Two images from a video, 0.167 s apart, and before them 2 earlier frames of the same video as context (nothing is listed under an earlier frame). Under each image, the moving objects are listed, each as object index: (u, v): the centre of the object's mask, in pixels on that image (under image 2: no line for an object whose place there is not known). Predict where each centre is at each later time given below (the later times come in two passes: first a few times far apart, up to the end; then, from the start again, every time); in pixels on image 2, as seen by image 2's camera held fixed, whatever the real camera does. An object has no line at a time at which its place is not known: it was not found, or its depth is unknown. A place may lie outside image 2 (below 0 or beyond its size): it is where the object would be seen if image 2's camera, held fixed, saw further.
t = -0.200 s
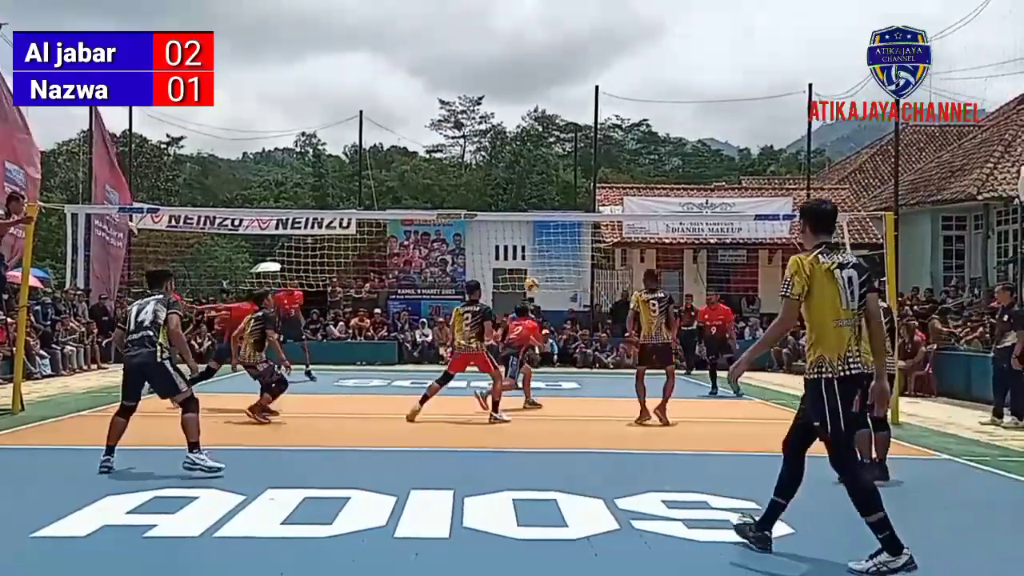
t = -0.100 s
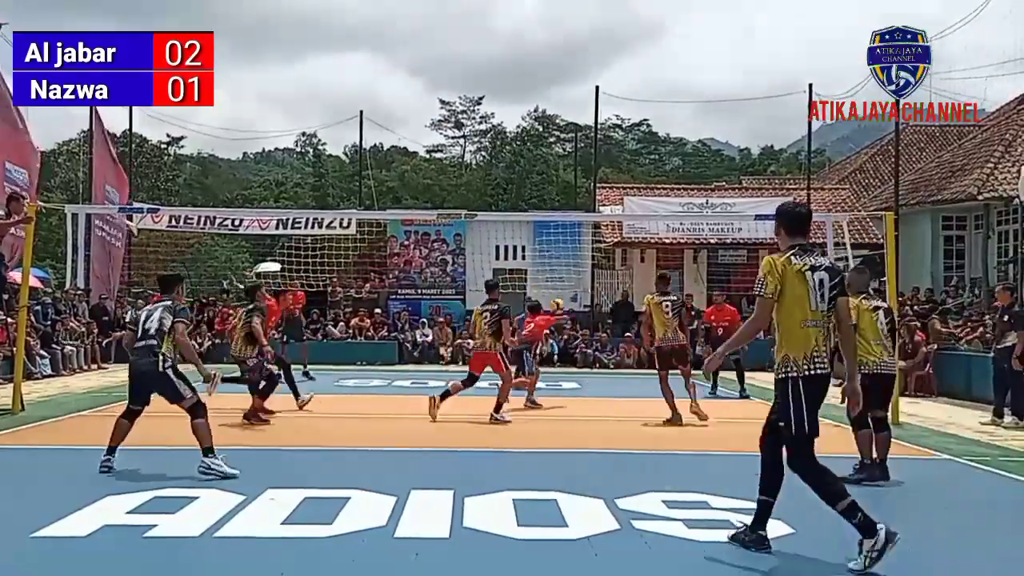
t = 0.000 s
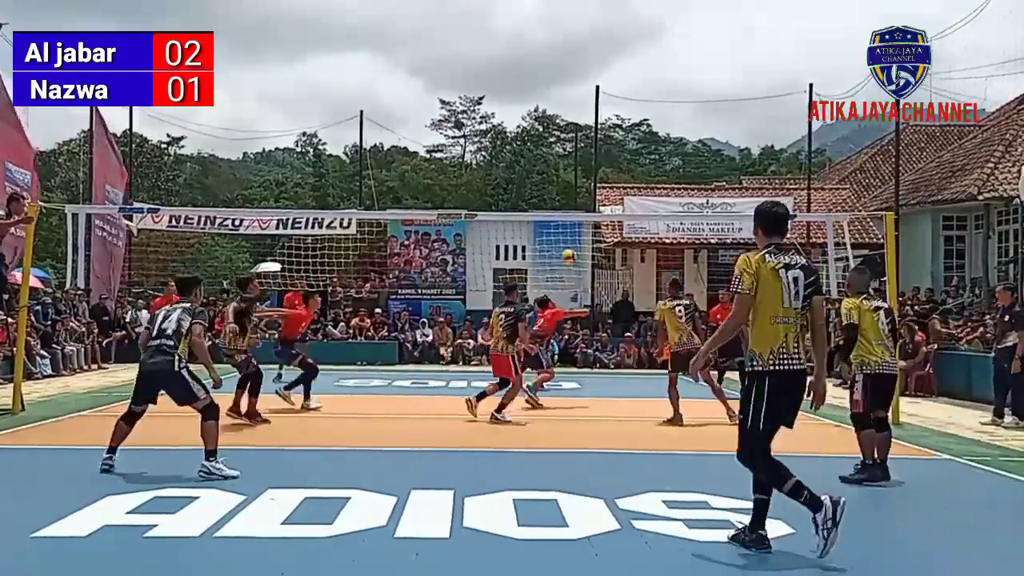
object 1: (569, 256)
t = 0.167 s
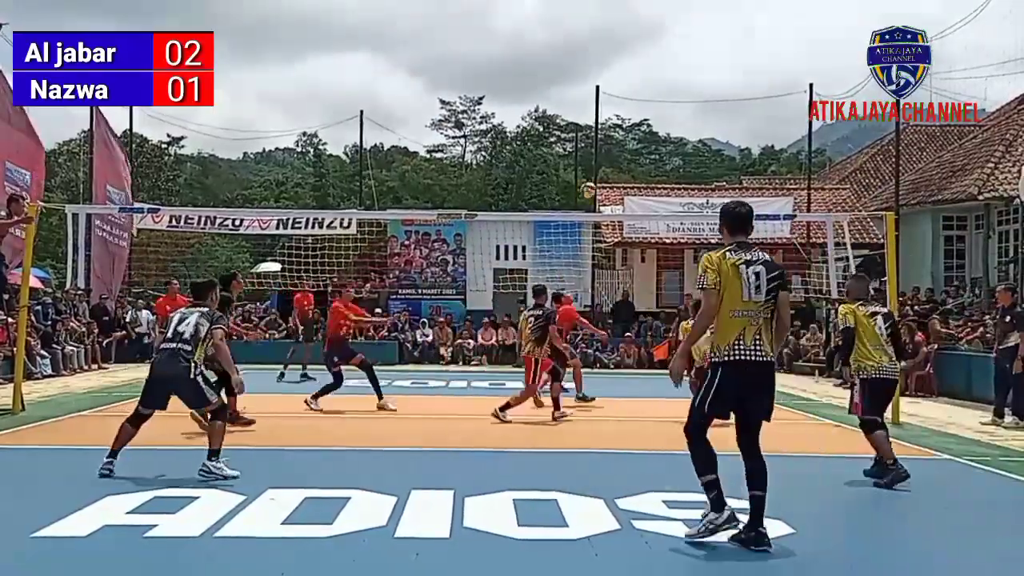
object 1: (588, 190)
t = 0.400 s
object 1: (614, 130)
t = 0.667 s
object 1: (640, 107)
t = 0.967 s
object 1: (671, 143)
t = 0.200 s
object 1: (592, 179)
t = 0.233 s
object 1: (595, 169)
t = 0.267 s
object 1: (599, 159)
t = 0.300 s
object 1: (603, 151)
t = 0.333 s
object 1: (606, 143)
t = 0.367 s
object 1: (609, 135)
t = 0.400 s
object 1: (614, 130)
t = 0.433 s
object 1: (616, 124)
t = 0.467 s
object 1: (619, 120)
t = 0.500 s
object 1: (623, 116)
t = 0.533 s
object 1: (625, 114)
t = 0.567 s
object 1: (630, 110)
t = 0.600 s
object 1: (633, 108)
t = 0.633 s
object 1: (637, 107)
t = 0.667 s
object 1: (640, 107)
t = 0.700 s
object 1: (644, 108)
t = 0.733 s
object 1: (647, 109)
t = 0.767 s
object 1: (650, 112)
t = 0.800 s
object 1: (654, 115)
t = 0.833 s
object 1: (657, 120)
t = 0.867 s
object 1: (661, 124)
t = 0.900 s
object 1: (664, 130)
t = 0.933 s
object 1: (668, 137)
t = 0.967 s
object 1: (671, 143)
